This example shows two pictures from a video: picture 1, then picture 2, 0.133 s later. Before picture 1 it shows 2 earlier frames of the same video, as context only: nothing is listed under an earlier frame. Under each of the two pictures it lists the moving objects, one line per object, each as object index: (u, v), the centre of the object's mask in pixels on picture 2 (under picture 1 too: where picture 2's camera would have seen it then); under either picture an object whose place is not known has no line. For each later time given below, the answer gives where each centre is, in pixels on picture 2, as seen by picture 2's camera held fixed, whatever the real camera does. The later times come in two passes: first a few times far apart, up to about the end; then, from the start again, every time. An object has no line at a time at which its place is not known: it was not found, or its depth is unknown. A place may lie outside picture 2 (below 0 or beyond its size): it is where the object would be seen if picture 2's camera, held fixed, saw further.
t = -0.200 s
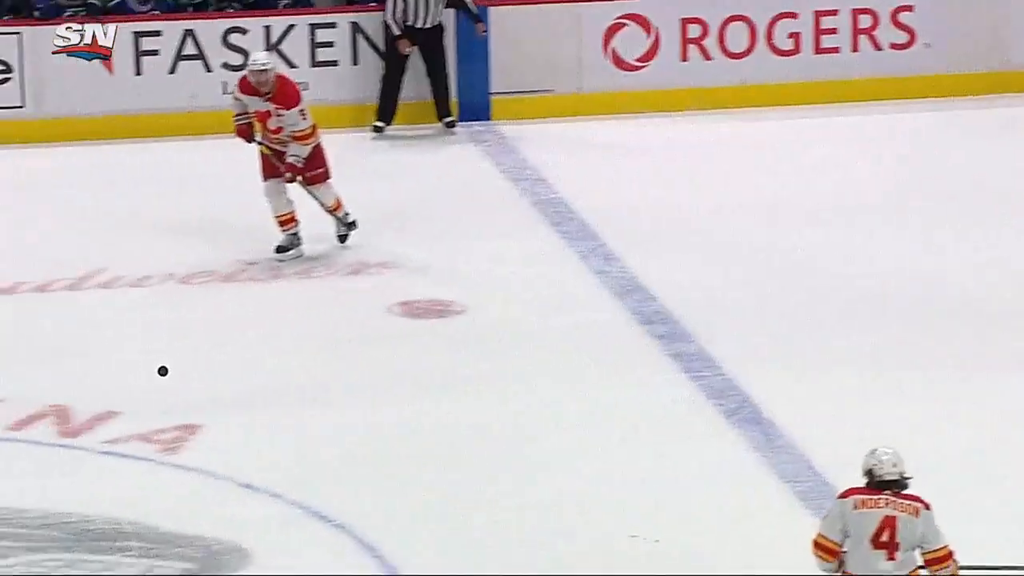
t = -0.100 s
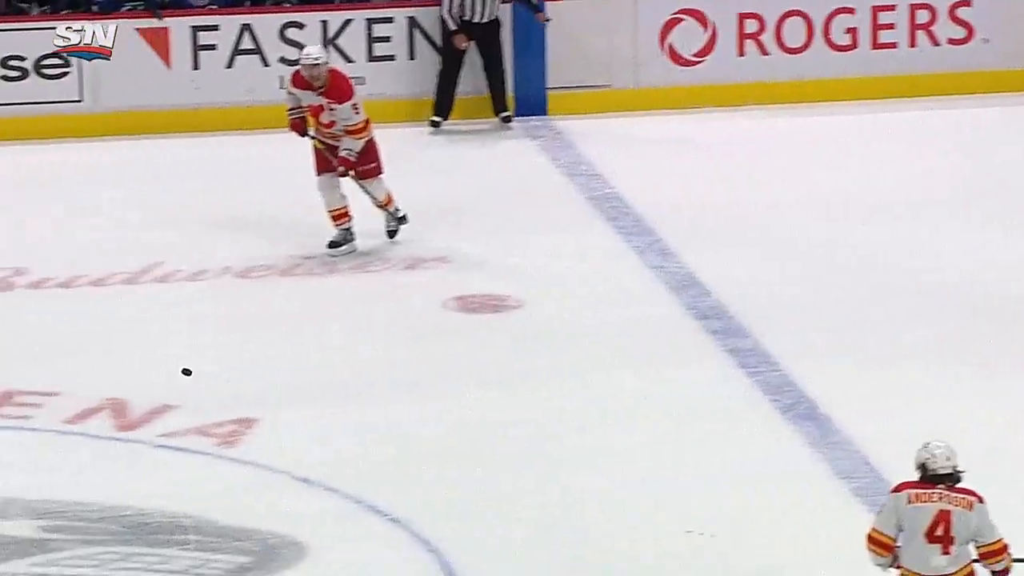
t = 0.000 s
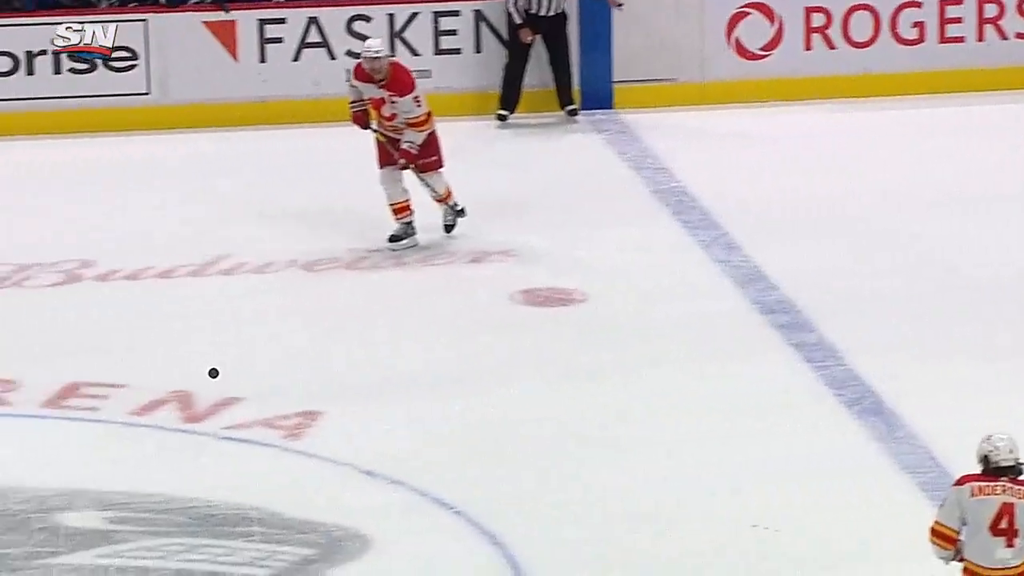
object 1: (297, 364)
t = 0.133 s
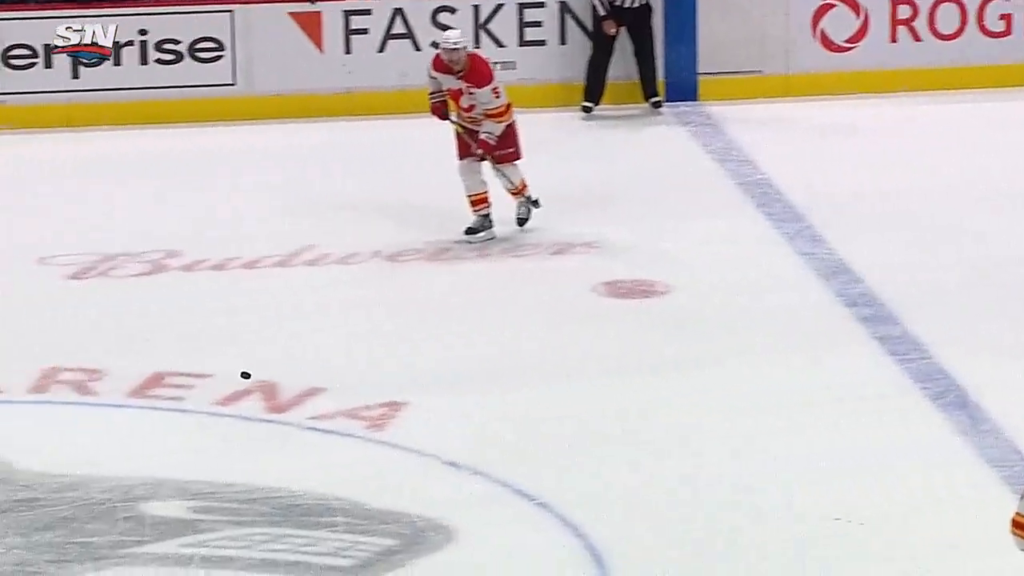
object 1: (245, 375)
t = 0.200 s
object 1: (219, 381)
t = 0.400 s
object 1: (141, 401)
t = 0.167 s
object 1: (232, 378)
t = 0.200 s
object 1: (219, 381)
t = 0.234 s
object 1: (206, 384)
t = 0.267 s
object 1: (193, 387)
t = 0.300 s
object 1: (180, 391)
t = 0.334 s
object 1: (167, 394)
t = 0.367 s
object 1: (154, 397)
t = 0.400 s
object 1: (141, 401)
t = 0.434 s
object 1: (128, 404)
